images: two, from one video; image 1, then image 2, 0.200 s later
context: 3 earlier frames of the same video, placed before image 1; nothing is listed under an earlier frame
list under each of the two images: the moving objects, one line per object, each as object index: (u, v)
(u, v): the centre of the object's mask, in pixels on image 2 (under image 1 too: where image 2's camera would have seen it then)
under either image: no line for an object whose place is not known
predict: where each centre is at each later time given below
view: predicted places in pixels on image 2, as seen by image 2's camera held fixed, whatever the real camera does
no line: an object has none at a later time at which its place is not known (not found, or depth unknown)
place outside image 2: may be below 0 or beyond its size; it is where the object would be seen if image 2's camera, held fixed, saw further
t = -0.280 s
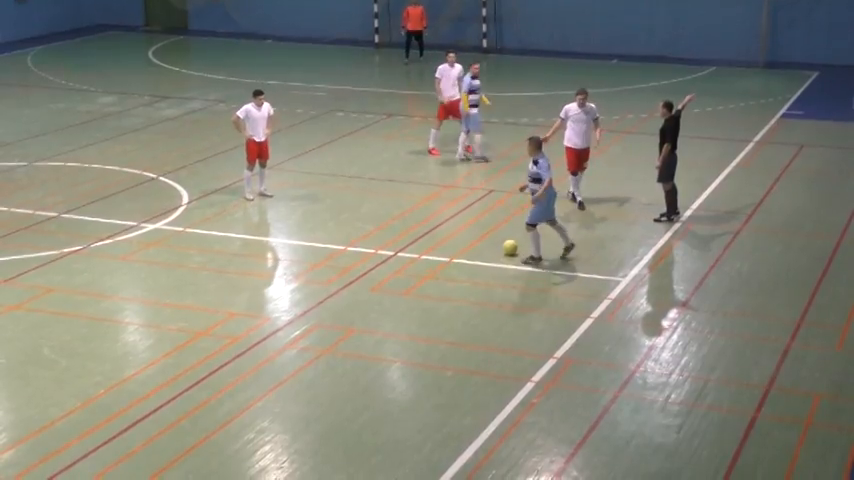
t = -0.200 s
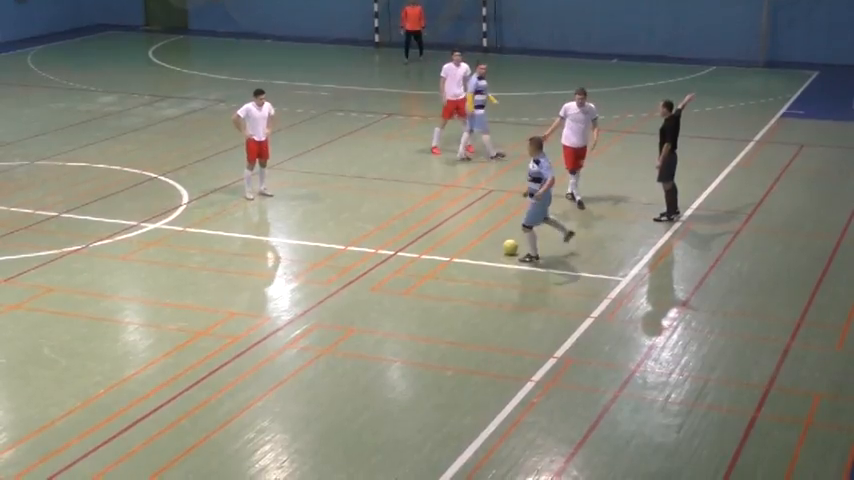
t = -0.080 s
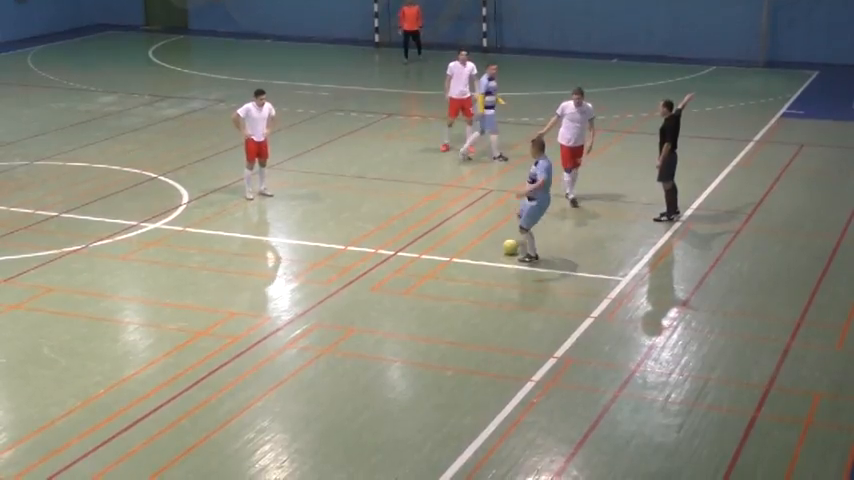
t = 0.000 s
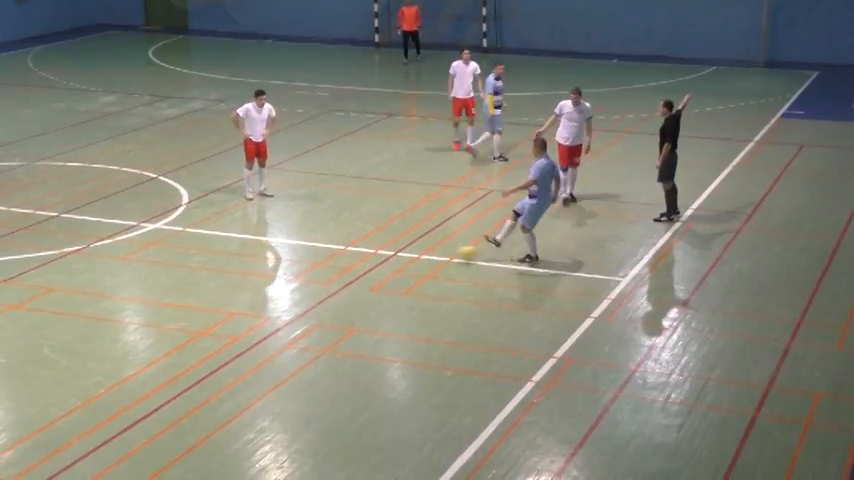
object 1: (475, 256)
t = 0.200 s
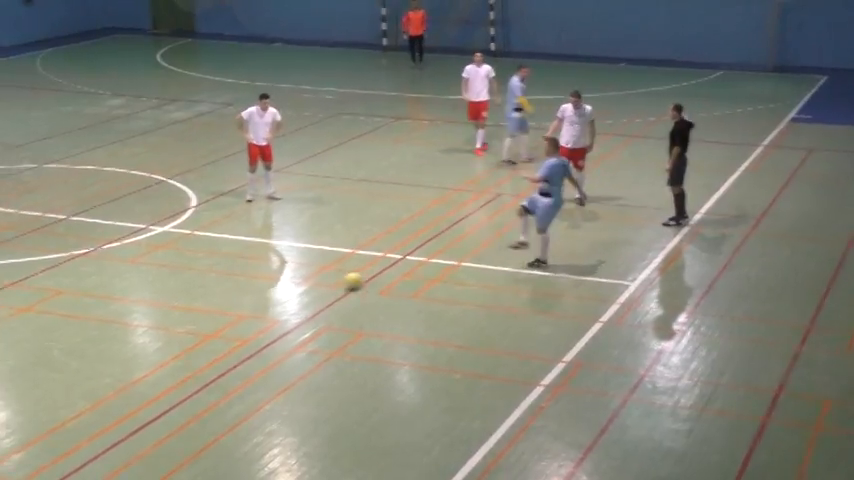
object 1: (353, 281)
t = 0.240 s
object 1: (329, 286)
